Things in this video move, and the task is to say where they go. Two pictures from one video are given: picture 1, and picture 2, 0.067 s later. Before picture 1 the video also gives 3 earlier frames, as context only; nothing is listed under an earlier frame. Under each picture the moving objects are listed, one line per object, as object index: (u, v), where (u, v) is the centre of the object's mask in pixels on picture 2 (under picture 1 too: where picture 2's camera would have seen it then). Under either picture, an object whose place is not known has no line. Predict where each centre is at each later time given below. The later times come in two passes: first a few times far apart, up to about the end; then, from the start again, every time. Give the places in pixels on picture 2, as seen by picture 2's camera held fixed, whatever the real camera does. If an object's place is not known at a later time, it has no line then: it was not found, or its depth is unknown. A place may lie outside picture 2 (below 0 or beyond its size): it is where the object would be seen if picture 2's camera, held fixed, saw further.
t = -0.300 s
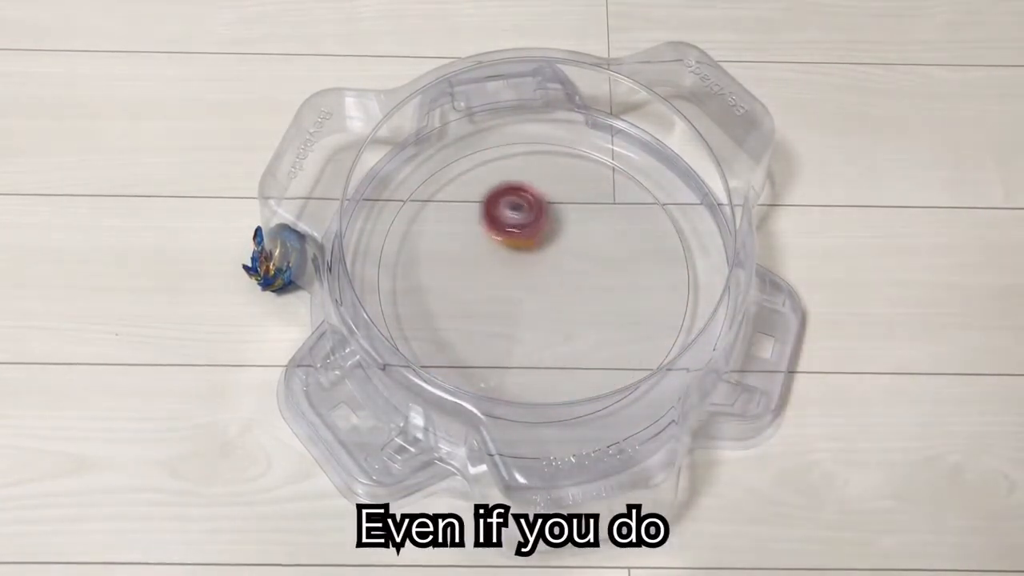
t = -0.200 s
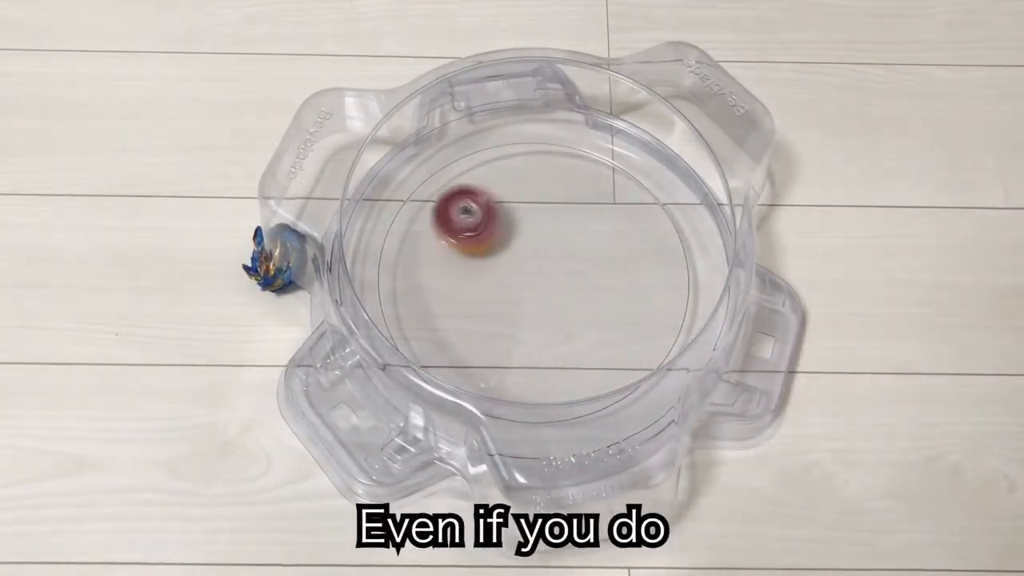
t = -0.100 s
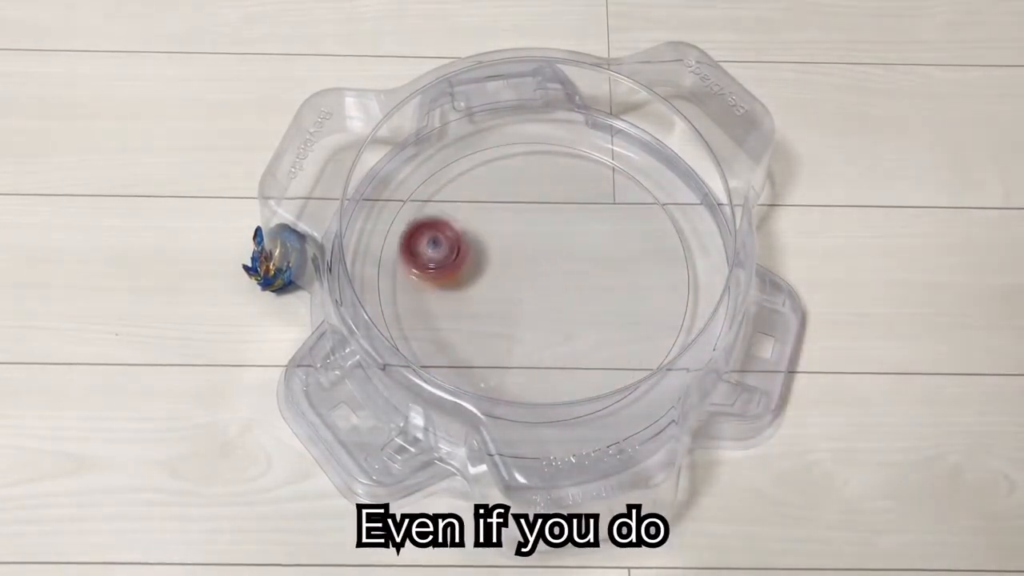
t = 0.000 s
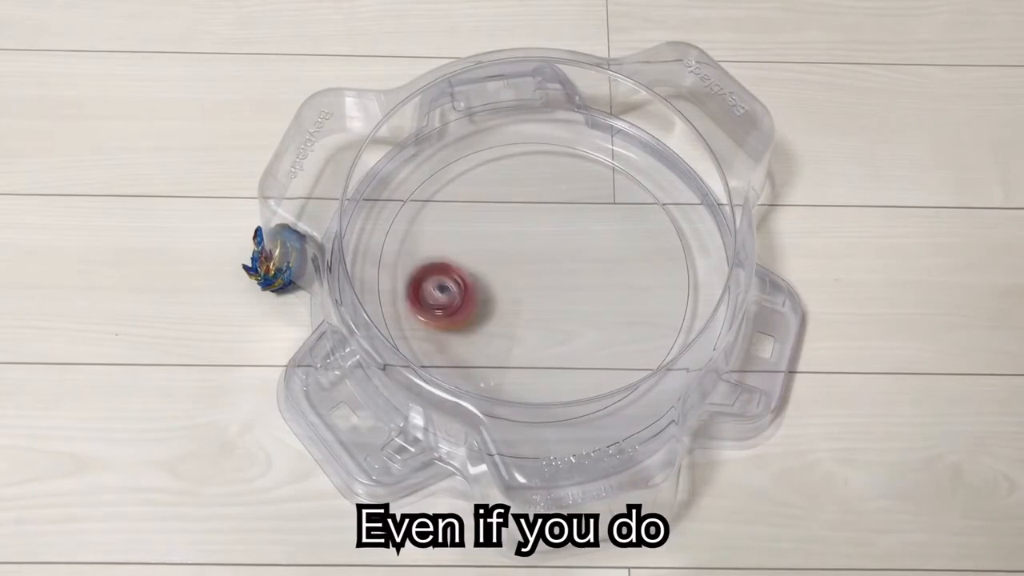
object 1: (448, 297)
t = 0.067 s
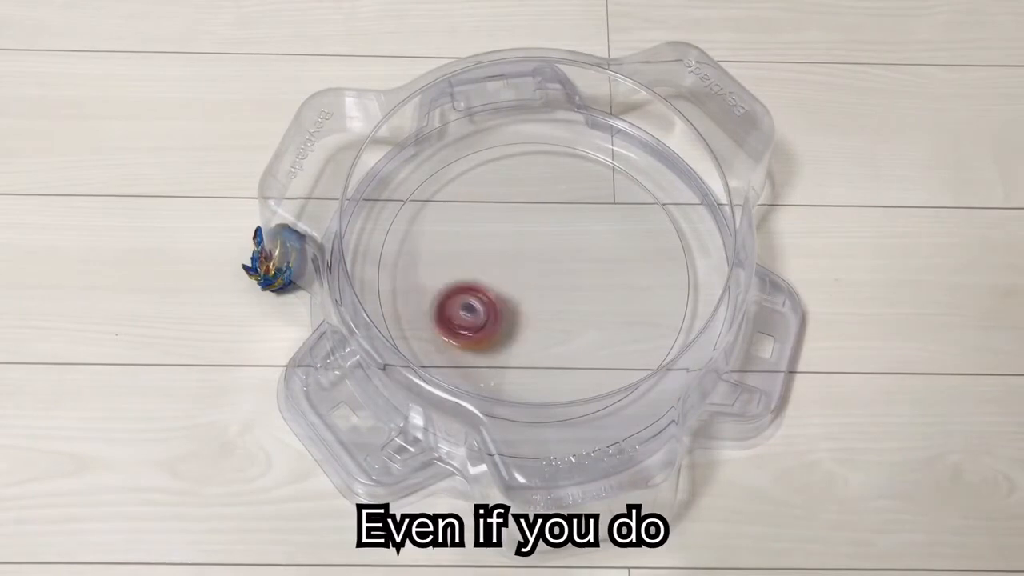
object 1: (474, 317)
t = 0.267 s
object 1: (569, 300)
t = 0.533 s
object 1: (572, 197)
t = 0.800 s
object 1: (488, 242)
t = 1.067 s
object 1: (561, 326)
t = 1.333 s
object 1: (628, 269)
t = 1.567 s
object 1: (543, 231)
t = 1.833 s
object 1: (469, 299)
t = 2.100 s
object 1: (551, 334)
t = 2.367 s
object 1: (561, 242)
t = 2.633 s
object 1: (477, 225)
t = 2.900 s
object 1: (509, 299)
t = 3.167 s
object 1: (600, 272)
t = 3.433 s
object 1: (552, 222)
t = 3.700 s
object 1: (507, 290)
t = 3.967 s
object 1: (568, 327)
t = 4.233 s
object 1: (566, 256)
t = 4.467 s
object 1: (496, 242)
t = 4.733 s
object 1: (501, 298)
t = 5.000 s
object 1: (572, 274)
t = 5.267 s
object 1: (547, 226)
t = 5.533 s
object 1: (516, 277)
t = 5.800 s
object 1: (566, 311)
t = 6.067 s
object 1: (562, 264)
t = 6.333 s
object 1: (503, 260)
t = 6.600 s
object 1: (510, 297)
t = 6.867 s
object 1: (555, 269)
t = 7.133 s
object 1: (547, 232)
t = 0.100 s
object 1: (491, 322)
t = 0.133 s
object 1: (508, 323)
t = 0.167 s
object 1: (526, 320)
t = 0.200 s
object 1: (541, 316)
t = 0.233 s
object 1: (556, 309)
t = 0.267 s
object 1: (569, 300)
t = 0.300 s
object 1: (580, 288)
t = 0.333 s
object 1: (589, 275)
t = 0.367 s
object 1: (595, 262)
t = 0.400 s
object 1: (598, 247)
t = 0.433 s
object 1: (597, 233)
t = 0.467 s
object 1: (593, 219)
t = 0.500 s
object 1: (583, 207)
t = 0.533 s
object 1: (572, 197)
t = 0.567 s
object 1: (560, 189)
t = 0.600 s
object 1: (548, 186)
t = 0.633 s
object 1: (530, 187)
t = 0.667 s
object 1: (516, 192)
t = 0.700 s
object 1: (506, 203)
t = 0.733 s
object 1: (496, 215)
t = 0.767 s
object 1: (491, 228)
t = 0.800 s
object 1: (488, 242)
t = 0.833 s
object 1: (489, 256)
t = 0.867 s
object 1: (494, 270)
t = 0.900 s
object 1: (500, 283)
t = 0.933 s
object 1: (508, 296)
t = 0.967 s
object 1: (519, 307)
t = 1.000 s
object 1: (532, 316)
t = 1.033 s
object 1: (546, 322)
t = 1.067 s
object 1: (561, 326)
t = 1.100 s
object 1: (576, 328)
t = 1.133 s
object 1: (589, 327)
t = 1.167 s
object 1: (601, 322)
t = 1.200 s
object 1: (613, 316)
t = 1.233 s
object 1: (622, 306)
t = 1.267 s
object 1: (628, 294)
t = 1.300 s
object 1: (630, 282)
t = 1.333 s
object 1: (628, 269)
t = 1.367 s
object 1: (623, 257)
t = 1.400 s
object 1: (614, 246)
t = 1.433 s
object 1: (602, 237)
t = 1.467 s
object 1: (588, 231)
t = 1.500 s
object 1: (572, 229)
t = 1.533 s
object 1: (557, 229)
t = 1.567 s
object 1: (543, 231)
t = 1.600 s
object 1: (528, 234)
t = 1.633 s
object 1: (515, 239)
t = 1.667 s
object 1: (503, 245)
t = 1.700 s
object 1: (492, 254)
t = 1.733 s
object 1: (483, 264)
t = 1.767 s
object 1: (476, 274)
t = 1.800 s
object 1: (470, 286)
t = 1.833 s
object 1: (469, 299)
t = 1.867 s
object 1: (471, 312)
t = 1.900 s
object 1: (476, 324)
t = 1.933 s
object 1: (485, 333)
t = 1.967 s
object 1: (493, 340)
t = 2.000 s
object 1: (507, 344)
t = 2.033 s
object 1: (525, 344)
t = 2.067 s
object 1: (537, 340)
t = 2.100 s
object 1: (551, 334)
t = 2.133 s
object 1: (561, 325)
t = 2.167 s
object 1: (567, 314)
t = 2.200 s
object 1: (571, 302)
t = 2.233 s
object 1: (574, 289)
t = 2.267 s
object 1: (573, 277)
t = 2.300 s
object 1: (571, 265)
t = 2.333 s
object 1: (567, 253)
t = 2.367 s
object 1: (561, 242)
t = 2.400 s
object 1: (552, 233)
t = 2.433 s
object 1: (543, 224)
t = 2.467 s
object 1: (532, 218)
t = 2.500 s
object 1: (520, 214)
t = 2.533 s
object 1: (508, 212)
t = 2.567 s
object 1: (496, 213)
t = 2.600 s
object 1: (485, 218)
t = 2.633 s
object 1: (477, 225)
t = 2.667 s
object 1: (471, 235)
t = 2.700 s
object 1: (468, 245)
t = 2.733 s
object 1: (467, 256)
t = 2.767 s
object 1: (470, 267)
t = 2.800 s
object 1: (477, 279)
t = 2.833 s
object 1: (486, 287)
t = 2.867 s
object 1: (497, 294)
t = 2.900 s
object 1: (509, 299)
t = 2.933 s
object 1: (522, 303)
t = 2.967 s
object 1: (535, 304)
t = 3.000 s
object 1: (549, 303)
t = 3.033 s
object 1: (562, 300)
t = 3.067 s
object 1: (574, 295)
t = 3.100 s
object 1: (584, 289)
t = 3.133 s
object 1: (593, 281)
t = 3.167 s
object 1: (600, 272)
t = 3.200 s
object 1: (604, 263)
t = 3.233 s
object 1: (605, 252)
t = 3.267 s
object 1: (603, 241)
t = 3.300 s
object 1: (597, 231)
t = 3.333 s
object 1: (587, 224)
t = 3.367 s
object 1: (576, 222)
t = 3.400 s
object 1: (564, 221)
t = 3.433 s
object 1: (552, 222)
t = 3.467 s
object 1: (541, 226)
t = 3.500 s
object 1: (531, 232)
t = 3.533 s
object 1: (522, 239)
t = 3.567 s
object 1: (515, 248)
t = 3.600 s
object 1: (509, 257)
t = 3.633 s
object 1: (506, 269)
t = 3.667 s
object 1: (506, 279)
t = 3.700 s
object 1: (507, 290)
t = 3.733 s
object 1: (509, 299)
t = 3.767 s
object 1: (512, 309)
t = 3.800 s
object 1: (519, 317)
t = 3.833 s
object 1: (527, 324)
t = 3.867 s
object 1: (537, 329)
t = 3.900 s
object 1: (547, 331)
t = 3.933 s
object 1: (558, 330)
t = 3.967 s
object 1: (568, 327)
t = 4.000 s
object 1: (576, 321)
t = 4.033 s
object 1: (582, 312)
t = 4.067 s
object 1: (584, 302)
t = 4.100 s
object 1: (584, 292)
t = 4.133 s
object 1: (583, 283)
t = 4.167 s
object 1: (579, 274)
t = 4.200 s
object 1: (574, 265)
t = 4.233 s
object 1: (566, 256)
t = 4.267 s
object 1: (558, 250)
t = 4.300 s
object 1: (547, 244)
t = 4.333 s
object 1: (537, 241)
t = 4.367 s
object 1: (527, 239)
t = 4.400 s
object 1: (515, 238)
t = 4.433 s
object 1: (505, 239)
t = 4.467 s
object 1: (496, 242)
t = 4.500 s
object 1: (488, 247)
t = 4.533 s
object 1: (481, 254)
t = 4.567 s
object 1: (478, 262)
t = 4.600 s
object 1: (477, 271)
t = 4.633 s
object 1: (480, 279)
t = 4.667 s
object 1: (485, 288)
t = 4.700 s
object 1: (492, 294)
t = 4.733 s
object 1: (501, 298)
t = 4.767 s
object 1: (511, 301)
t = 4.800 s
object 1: (521, 302)
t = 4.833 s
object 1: (532, 302)
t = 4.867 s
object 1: (542, 299)
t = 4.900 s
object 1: (551, 295)
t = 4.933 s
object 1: (558, 289)
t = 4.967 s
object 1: (565, 283)
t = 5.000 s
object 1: (572, 274)
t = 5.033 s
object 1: (575, 267)
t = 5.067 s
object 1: (577, 258)
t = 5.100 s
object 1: (577, 250)
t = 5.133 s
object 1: (575, 242)
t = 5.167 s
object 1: (571, 235)
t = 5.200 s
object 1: (564, 230)
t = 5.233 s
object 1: (556, 226)
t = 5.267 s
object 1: (547, 226)
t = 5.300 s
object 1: (538, 228)
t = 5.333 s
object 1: (531, 232)
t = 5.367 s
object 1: (524, 238)
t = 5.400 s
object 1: (520, 244)
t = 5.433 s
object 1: (517, 252)
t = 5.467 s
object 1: (514, 260)
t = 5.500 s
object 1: (515, 269)
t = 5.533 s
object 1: (516, 277)
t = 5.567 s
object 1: (518, 285)
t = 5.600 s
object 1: (522, 292)
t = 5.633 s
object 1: (528, 298)
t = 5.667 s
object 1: (533, 304)
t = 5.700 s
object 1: (541, 309)
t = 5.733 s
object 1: (550, 312)
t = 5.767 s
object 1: (558, 312)
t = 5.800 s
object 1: (566, 311)
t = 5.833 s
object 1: (573, 307)
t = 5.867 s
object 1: (577, 301)
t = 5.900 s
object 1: (579, 294)
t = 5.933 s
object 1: (581, 287)
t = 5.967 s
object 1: (577, 280)
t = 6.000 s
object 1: (573, 274)
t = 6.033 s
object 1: (568, 268)
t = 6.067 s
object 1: (562, 264)
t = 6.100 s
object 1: (554, 261)
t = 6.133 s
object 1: (546, 258)
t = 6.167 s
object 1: (538, 256)
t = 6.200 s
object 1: (531, 256)
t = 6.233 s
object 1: (523, 255)
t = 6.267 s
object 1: (515, 256)
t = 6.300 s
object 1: (509, 258)
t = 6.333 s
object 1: (503, 260)
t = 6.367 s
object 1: (498, 264)
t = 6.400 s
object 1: (493, 268)
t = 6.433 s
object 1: (490, 274)
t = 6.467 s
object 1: (490, 280)
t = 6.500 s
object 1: (492, 286)
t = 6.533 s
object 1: (497, 291)
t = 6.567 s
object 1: (503, 294)
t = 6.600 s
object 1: (510, 297)
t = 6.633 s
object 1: (518, 296)
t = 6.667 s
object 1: (525, 295)
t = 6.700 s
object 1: (532, 291)
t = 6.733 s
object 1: (538, 288)
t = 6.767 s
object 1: (543, 284)
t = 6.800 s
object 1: (547, 279)
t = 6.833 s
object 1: (552, 275)
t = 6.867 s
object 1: (555, 269)
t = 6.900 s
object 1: (557, 264)
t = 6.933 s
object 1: (559, 257)
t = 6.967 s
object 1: (561, 251)
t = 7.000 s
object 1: (560, 246)
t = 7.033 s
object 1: (559, 241)
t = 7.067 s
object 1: (558, 237)
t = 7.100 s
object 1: (552, 233)
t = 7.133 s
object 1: (547, 232)
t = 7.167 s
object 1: (541, 232)
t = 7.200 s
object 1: (536, 235)
